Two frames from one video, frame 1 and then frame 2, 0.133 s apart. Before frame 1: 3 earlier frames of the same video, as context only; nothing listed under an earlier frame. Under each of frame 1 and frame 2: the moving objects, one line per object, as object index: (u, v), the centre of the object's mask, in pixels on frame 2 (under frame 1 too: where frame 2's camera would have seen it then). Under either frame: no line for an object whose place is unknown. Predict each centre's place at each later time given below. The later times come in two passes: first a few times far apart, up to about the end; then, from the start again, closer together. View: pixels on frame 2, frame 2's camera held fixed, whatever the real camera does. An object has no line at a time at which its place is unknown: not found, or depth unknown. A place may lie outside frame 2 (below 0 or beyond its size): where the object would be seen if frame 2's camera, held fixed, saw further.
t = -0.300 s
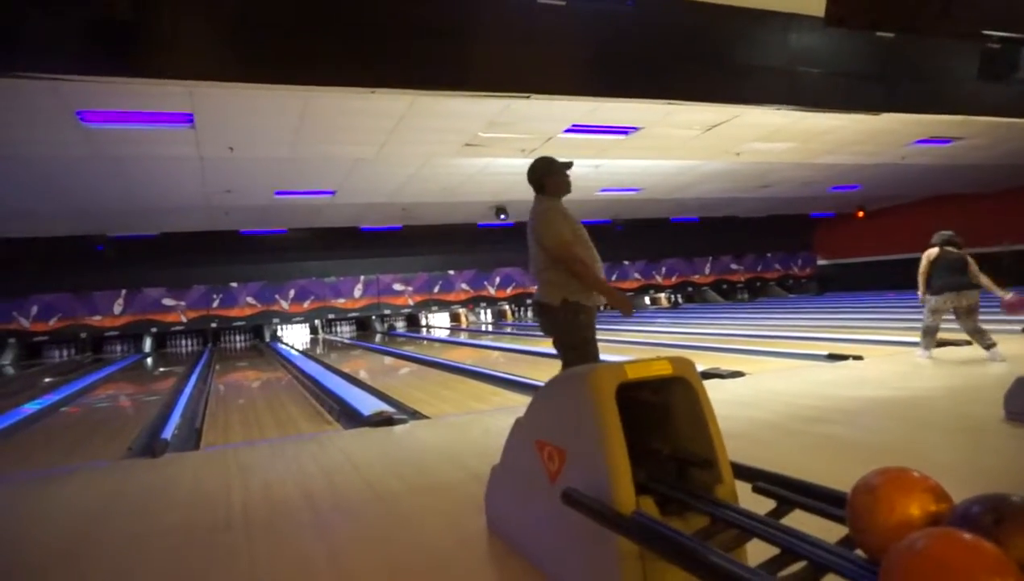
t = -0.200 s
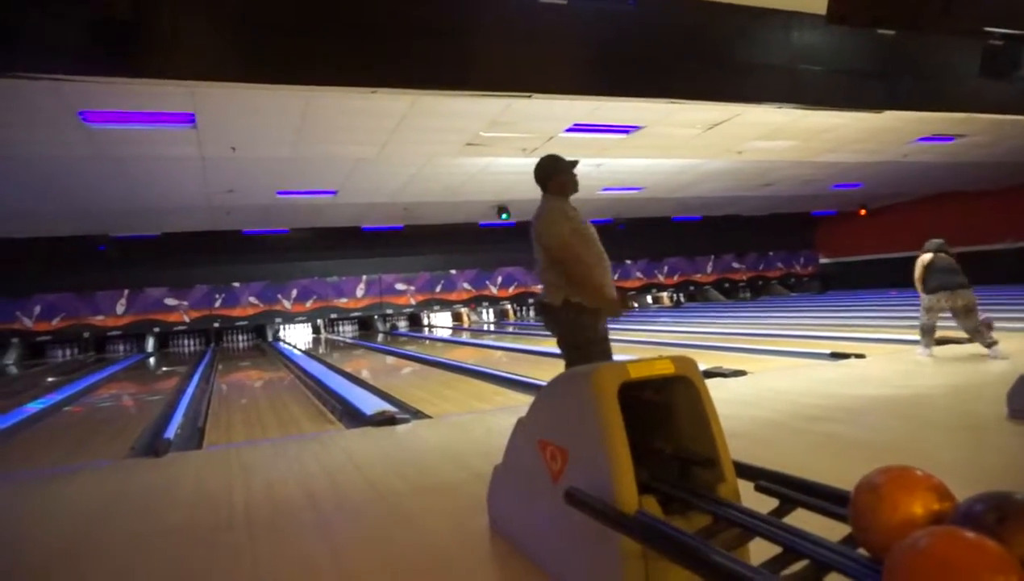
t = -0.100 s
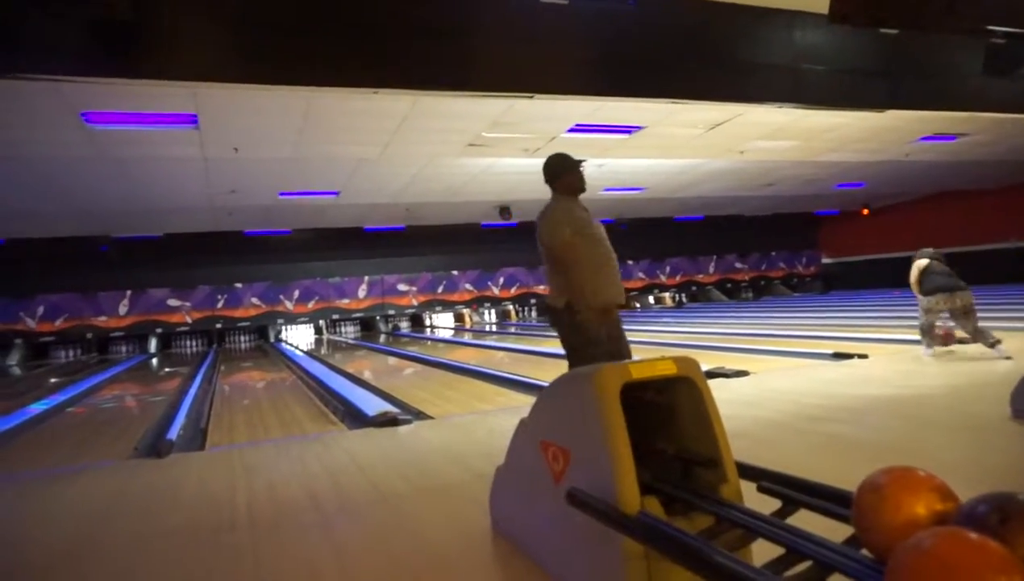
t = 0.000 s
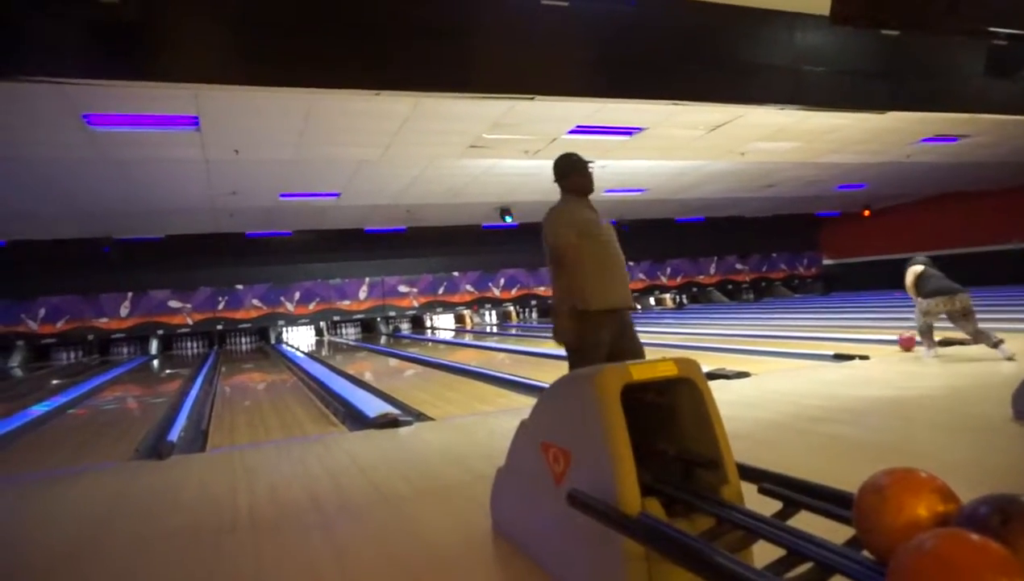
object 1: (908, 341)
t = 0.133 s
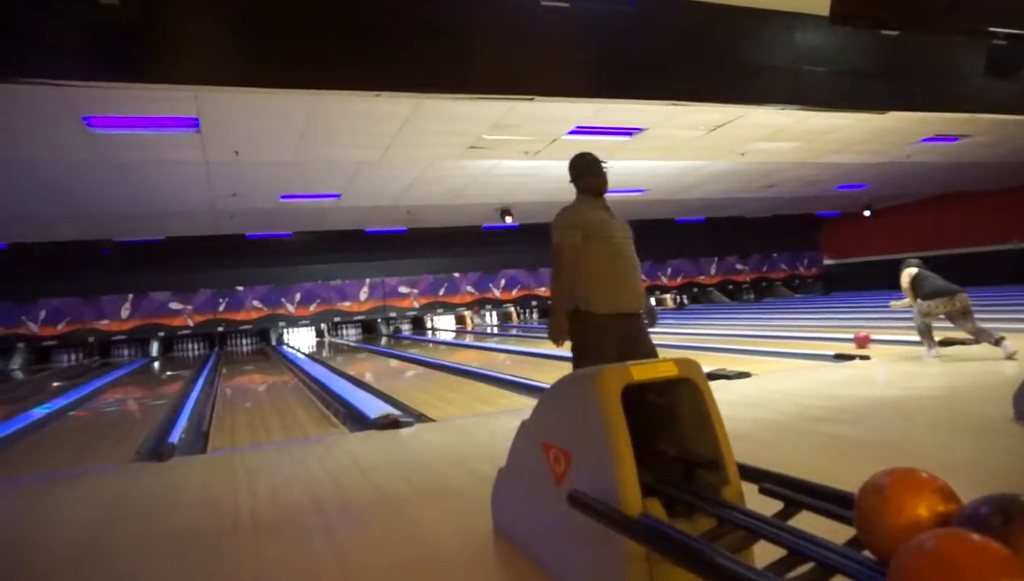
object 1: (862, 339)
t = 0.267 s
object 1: (822, 337)
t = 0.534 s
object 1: (759, 334)
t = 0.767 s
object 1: (713, 333)
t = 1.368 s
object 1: (633, 329)
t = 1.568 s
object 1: (611, 329)
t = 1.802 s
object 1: (590, 328)
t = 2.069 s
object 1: (569, 328)
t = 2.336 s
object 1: (554, 327)
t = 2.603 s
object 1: (539, 327)
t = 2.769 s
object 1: (531, 326)
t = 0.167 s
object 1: (851, 339)
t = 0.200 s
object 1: (841, 337)
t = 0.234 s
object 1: (832, 338)
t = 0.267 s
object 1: (822, 337)
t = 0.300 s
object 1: (813, 337)
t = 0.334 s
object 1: (805, 336)
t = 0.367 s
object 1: (797, 336)
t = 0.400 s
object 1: (788, 336)
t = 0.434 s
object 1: (781, 335)
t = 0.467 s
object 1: (773, 335)
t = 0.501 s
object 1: (766, 335)
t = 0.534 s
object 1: (759, 334)
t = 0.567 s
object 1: (752, 334)
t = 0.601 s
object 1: (746, 334)
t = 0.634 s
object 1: (739, 333)
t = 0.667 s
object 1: (732, 333)
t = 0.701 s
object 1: (726, 333)
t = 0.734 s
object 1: (721, 333)
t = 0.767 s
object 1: (713, 333)
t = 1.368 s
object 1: (633, 329)
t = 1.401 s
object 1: (629, 329)
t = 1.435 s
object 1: (624, 330)
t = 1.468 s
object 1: (620, 329)
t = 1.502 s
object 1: (617, 329)
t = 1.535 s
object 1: (614, 329)
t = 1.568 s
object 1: (611, 329)
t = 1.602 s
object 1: (607, 329)
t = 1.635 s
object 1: (604, 329)
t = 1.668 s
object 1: (601, 329)
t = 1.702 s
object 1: (598, 329)
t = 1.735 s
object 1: (596, 329)
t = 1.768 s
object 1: (593, 328)
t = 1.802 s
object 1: (590, 328)
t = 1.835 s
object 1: (586, 327)
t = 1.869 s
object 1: (585, 328)
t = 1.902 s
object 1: (582, 327)
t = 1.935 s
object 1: (579, 328)
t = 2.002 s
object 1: (575, 328)
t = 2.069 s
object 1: (569, 328)
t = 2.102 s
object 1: (566, 328)
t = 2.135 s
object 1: (564, 328)
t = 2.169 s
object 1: (562, 328)
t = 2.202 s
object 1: (561, 328)
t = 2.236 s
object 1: (559, 327)
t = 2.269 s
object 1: (556, 327)
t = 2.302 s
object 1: (554, 326)
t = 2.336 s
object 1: (554, 327)
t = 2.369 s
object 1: (553, 326)
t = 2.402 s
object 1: (551, 327)
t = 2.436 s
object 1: (547, 326)
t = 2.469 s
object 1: (544, 327)
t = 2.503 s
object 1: (545, 327)
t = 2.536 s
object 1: (541, 327)
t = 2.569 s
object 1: (540, 327)
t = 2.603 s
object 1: (539, 327)
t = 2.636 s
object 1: (537, 327)
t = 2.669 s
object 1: (534, 326)
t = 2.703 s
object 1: (534, 326)
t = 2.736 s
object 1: (531, 326)
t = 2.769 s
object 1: (531, 326)
